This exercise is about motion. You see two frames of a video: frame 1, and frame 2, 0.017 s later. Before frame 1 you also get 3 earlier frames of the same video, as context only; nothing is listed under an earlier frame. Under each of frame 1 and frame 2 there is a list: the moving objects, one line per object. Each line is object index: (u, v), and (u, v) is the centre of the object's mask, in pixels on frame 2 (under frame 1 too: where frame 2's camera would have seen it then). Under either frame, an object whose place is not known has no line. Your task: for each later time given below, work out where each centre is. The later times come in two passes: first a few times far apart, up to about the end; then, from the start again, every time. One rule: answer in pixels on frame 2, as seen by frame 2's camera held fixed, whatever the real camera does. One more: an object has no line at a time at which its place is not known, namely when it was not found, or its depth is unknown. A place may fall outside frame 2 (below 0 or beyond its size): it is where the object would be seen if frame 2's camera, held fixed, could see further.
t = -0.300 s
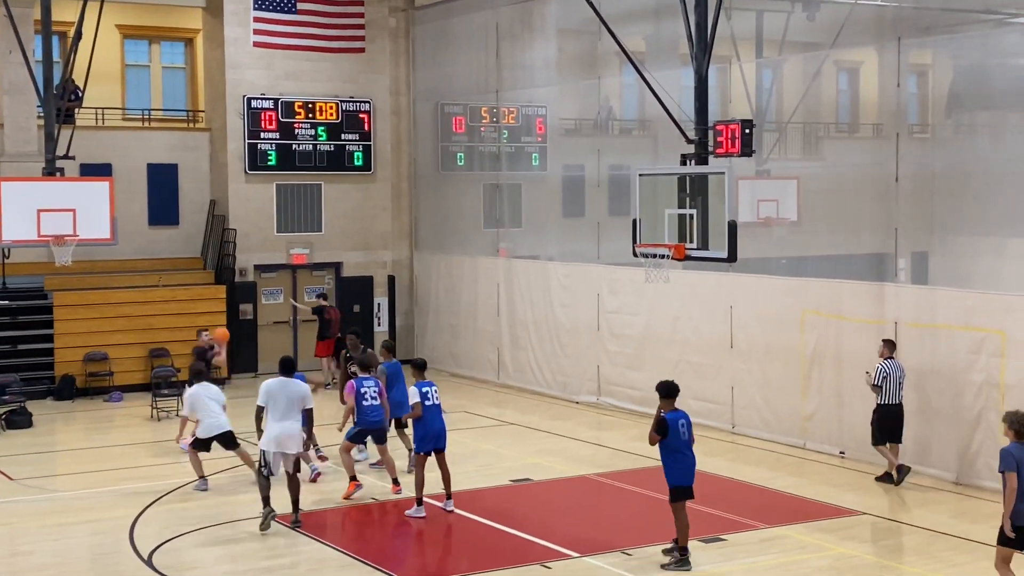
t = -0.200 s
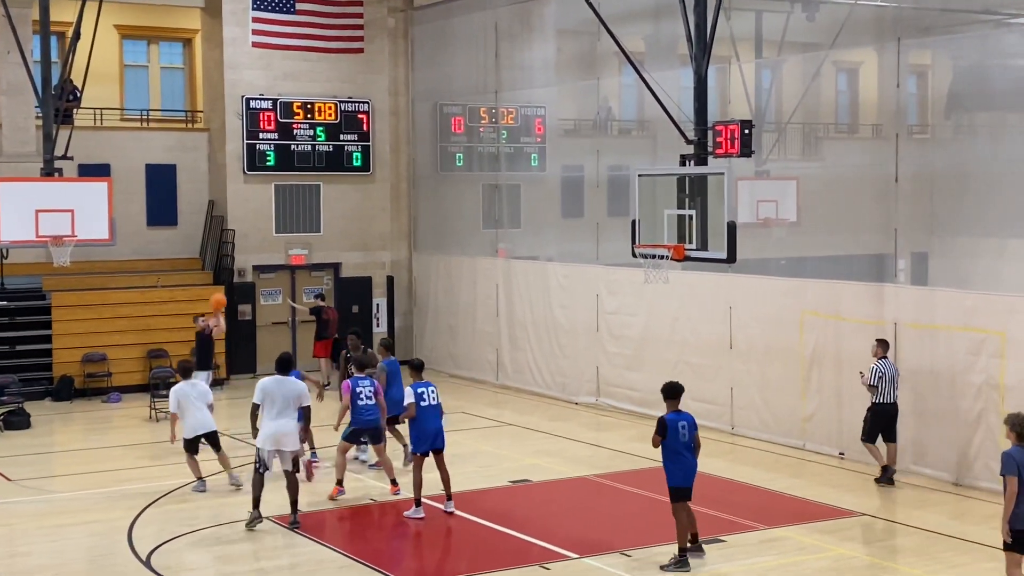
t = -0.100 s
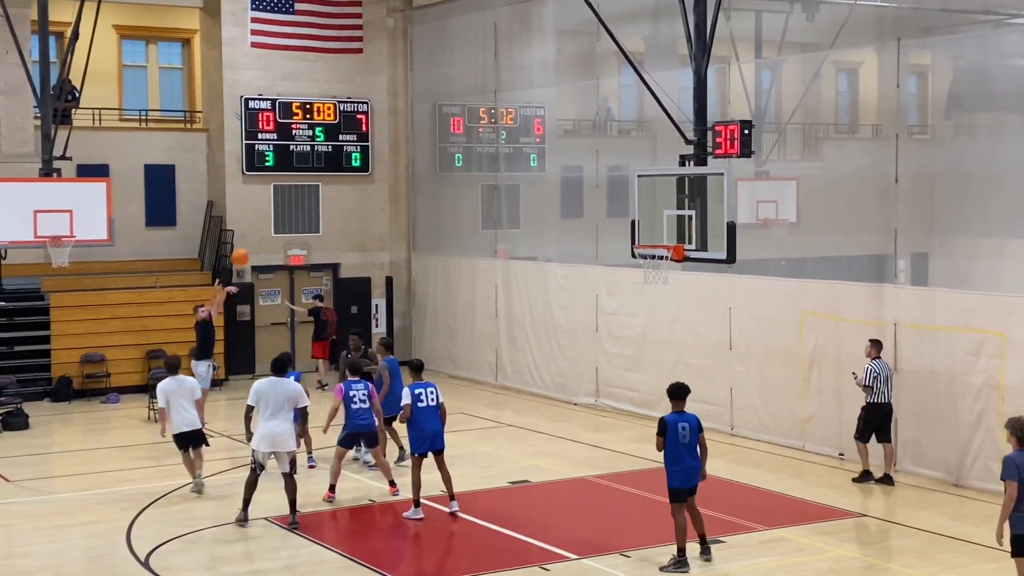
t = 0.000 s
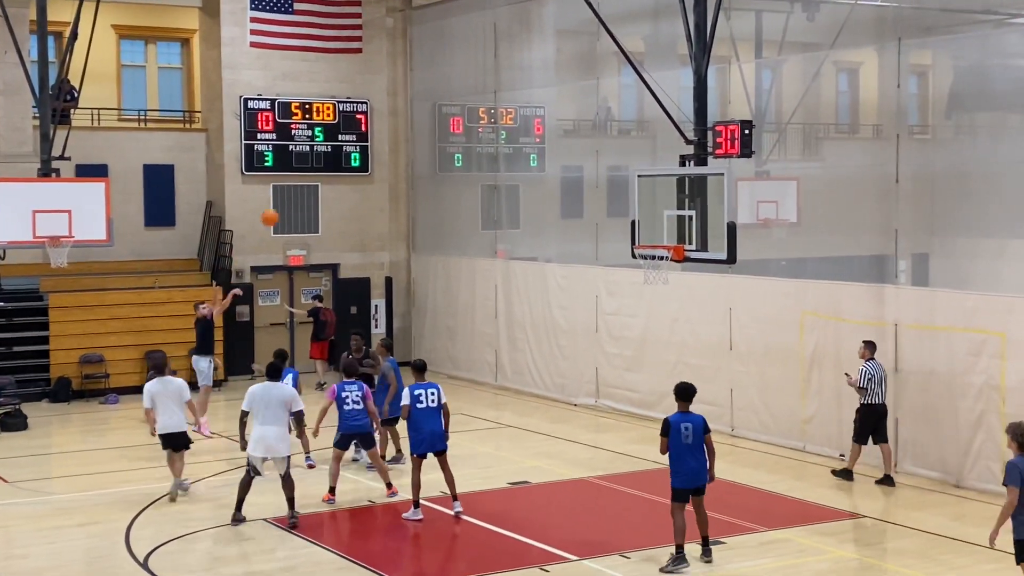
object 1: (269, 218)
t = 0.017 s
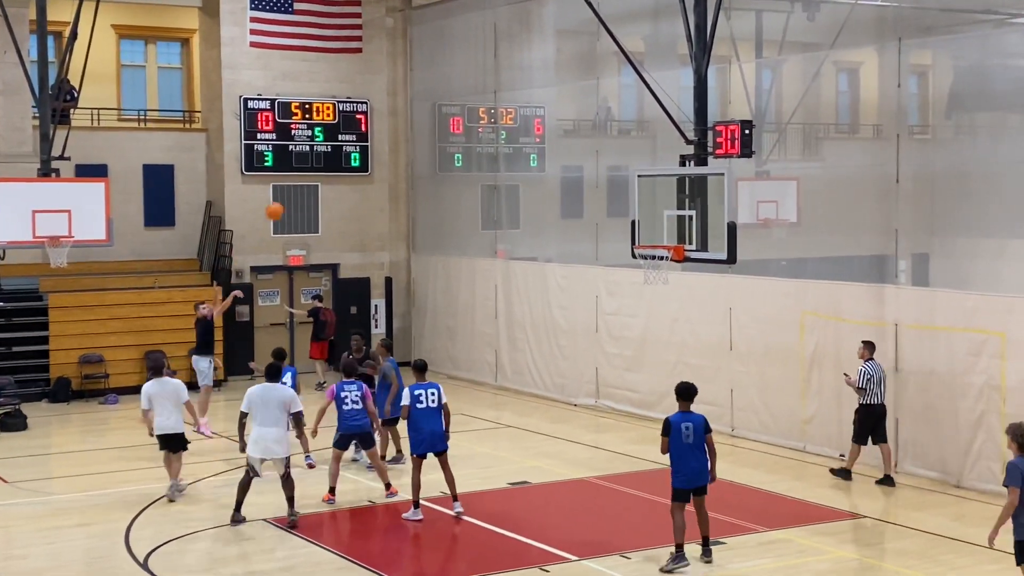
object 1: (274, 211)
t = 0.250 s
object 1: (346, 144)
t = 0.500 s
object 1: (428, 112)
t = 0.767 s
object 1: (521, 130)
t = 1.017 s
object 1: (611, 197)
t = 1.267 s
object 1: (677, 273)
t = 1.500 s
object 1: (696, 322)
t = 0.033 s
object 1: (280, 205)
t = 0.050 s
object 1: (284, 199)
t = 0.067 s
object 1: (289, 195)
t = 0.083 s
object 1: (294, 189)
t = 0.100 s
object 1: (299, 184)
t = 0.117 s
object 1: (305, 178)
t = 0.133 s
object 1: (310, 173)
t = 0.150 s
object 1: (315, 168)
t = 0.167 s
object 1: (320, 164)
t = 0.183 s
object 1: (325, 160)
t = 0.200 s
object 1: (331, 155)
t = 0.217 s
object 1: (336, 152)
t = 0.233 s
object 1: (341, 148)
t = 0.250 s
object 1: (346, 144)
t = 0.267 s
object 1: (352, 140)
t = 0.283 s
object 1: (358, 137)
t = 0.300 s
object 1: (362, 134)
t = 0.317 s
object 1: (368, 131)
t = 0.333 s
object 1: (374, 129)
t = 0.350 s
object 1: (380, 126)
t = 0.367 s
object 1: (385, 124)
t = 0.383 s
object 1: (390, 121)
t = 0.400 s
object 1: (395, 120)
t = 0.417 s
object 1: (400, 118)
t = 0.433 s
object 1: (407, 117)
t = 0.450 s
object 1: (412, 115)
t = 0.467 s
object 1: (417, 114)
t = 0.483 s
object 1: (423, 113)
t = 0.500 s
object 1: (428, 112)
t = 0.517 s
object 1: (434, 111)
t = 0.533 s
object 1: (440, 111)
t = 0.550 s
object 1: (445, 111)
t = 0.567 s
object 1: (450, 111)
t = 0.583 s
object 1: (457, 111)
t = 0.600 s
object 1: (462, 112)
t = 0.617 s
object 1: (468, 113)
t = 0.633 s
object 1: (474, 114)
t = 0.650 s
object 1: (479, 115)
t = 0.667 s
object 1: (486, 117)
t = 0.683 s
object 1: (491, 118)
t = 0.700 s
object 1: (498, 119)
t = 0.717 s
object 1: (503, 121)
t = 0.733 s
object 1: (509, 124)
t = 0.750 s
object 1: (515, 127)
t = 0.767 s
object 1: (521, 130)
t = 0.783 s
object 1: (527, 132)
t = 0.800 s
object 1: (532, 136)
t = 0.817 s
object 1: (539, 139)
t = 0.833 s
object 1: (545, 143)
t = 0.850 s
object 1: (550, 146)
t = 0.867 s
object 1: (556, 151)
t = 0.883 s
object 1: (562, 155)
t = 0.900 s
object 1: (568, 159)
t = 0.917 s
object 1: (574, 164)
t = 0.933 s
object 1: (581, 169)
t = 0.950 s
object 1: (587, 174)
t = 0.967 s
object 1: (593, 180)
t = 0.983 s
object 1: (599, 185)
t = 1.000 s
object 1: (606, 192)
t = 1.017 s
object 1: (611, 197)
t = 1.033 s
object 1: (618, 204)
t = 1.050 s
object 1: (623, 210)
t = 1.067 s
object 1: (629, 217)
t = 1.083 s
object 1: (636, 225)
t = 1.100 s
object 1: (642, 232)
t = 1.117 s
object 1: (648, 239)
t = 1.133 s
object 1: (655, 248)
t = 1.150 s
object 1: (662, 256)
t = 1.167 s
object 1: (667, 262)
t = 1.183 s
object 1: (670, 264)
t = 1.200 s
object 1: (672, 264)
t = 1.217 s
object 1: (673, 265)
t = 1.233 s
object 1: (675, 271)
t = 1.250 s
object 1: (676, 272)
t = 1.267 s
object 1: (677, 273)
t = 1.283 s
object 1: (679, 275)
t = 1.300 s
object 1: (680, 277)
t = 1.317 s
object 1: (681, 279)
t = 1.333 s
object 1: (682, 282)
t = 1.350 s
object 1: (684, 285)
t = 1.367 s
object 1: (685, 288)
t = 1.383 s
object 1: (687, 292)
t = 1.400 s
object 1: (688, 295)
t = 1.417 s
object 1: (689, 299)
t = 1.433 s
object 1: (691, 303)
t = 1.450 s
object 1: (692, 307)
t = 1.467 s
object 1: (693, 312)
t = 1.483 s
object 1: (695, 317)
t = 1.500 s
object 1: (696, 322)
